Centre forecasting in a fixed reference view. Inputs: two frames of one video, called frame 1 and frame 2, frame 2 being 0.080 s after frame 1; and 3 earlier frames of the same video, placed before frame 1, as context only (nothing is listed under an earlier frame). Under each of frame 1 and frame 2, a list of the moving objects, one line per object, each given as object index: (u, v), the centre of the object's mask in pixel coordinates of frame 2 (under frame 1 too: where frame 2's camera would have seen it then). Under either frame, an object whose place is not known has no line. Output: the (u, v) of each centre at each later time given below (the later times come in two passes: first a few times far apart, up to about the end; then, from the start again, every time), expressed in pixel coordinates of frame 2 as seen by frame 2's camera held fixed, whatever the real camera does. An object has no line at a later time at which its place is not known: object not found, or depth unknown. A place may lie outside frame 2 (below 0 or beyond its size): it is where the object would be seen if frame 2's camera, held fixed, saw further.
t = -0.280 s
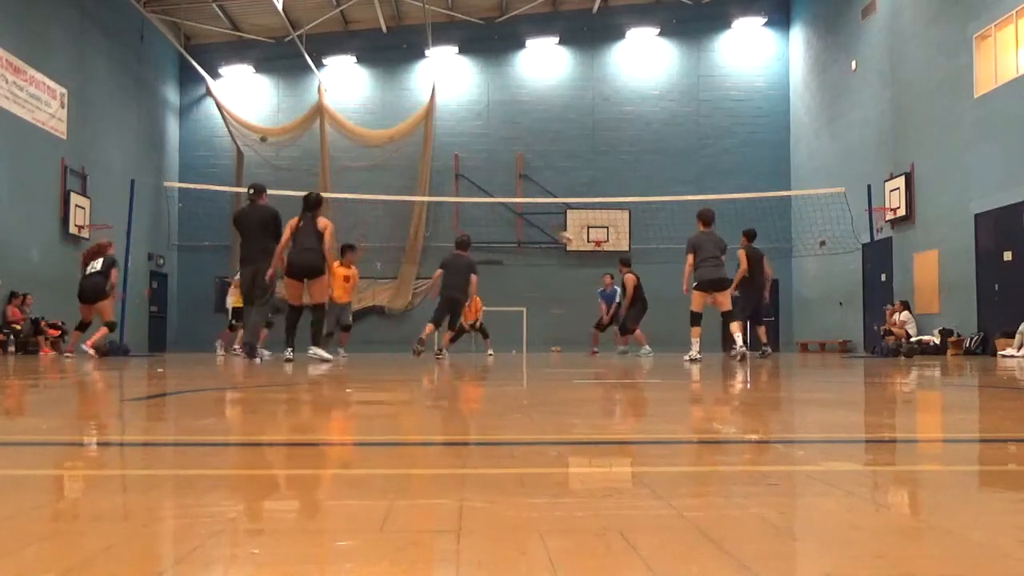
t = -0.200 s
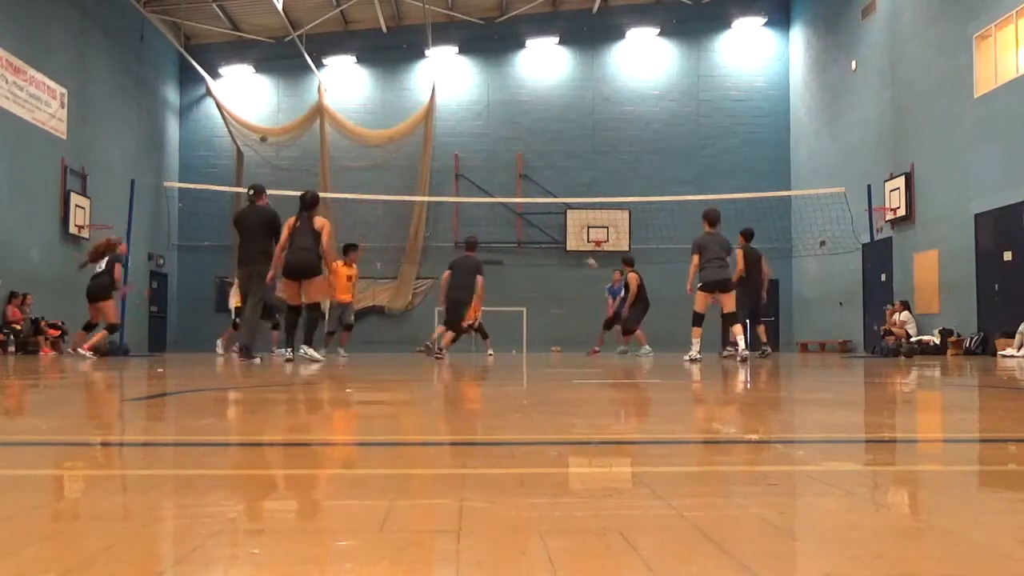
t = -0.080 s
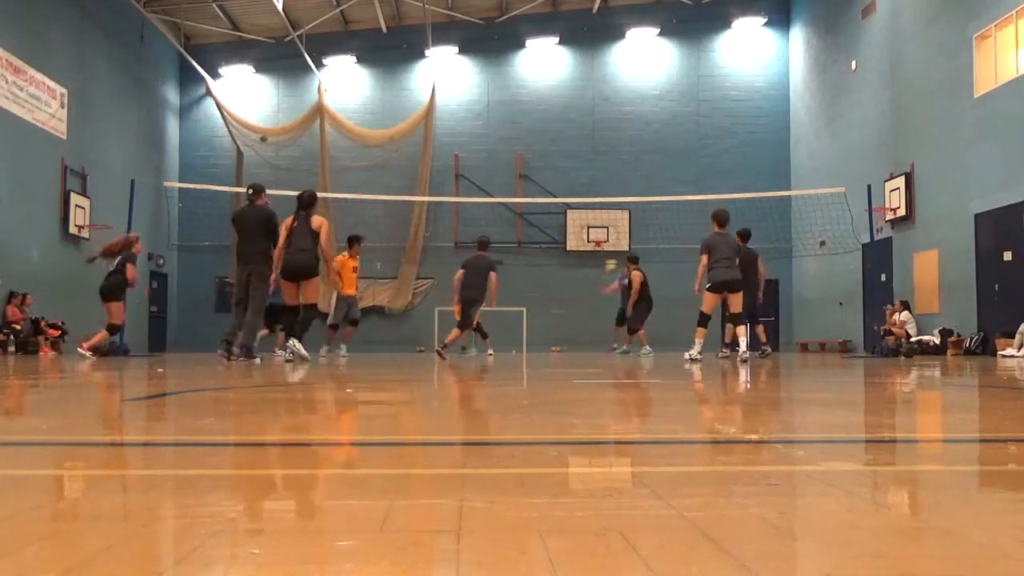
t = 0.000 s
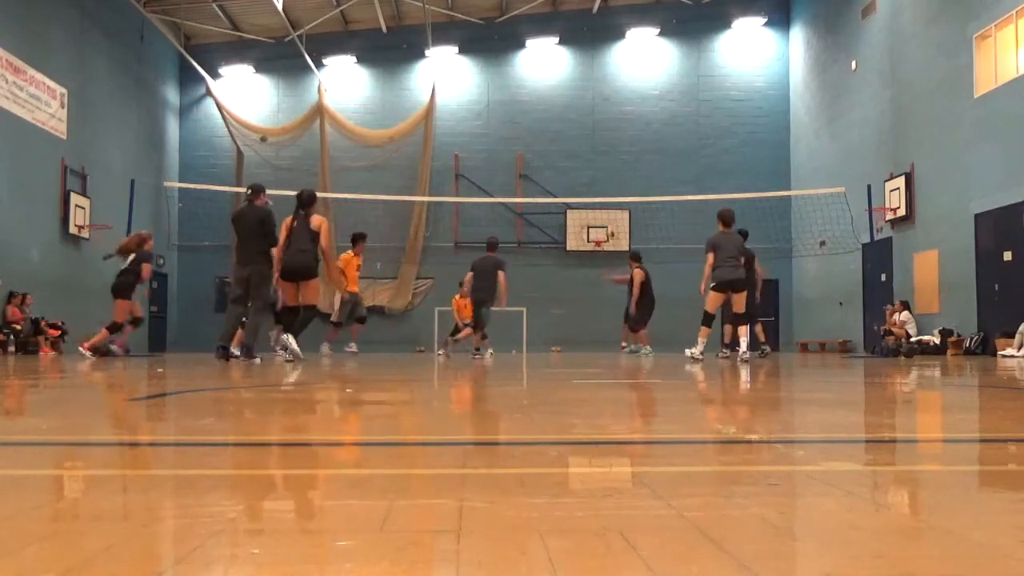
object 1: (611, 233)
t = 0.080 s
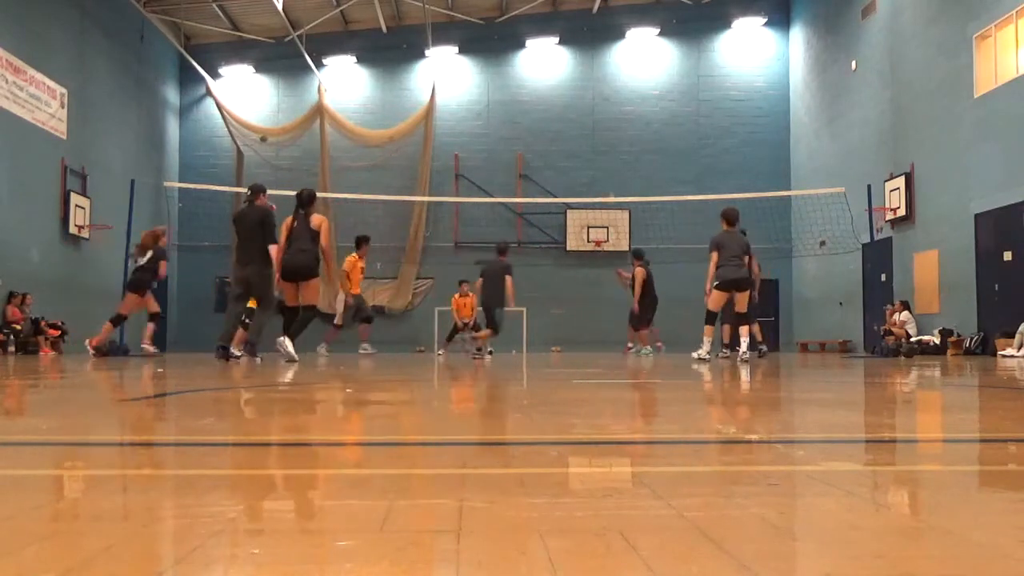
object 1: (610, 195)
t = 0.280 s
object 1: (612, 137)
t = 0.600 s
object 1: (615, 83)
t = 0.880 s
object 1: (619, 83)
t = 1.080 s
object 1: (622, 113)
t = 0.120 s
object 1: (610, 186)
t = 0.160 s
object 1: (611, 173)
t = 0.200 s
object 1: (611, 159)
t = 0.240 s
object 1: (611, 147)
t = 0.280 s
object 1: (612, 137)
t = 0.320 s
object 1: (612, 128)
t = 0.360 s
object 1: (613, 119)
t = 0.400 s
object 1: (614, 109)
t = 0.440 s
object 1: (613, 104)
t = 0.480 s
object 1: (614, 96)
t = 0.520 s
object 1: (614, 91)
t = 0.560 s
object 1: (615, 87)
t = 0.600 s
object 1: (615, 83)
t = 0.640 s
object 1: (615, 80)
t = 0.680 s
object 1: (616, 79)
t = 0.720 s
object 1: (617, 78)
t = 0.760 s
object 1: (617, 77)
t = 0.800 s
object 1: (618, 78)
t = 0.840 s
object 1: (619, 81)
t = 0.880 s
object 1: (619, 83)
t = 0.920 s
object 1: (620, 86)
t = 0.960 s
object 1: (620, 92)
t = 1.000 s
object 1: (621, 97)
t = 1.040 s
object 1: (621, 105)
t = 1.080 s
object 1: (622, 113)
